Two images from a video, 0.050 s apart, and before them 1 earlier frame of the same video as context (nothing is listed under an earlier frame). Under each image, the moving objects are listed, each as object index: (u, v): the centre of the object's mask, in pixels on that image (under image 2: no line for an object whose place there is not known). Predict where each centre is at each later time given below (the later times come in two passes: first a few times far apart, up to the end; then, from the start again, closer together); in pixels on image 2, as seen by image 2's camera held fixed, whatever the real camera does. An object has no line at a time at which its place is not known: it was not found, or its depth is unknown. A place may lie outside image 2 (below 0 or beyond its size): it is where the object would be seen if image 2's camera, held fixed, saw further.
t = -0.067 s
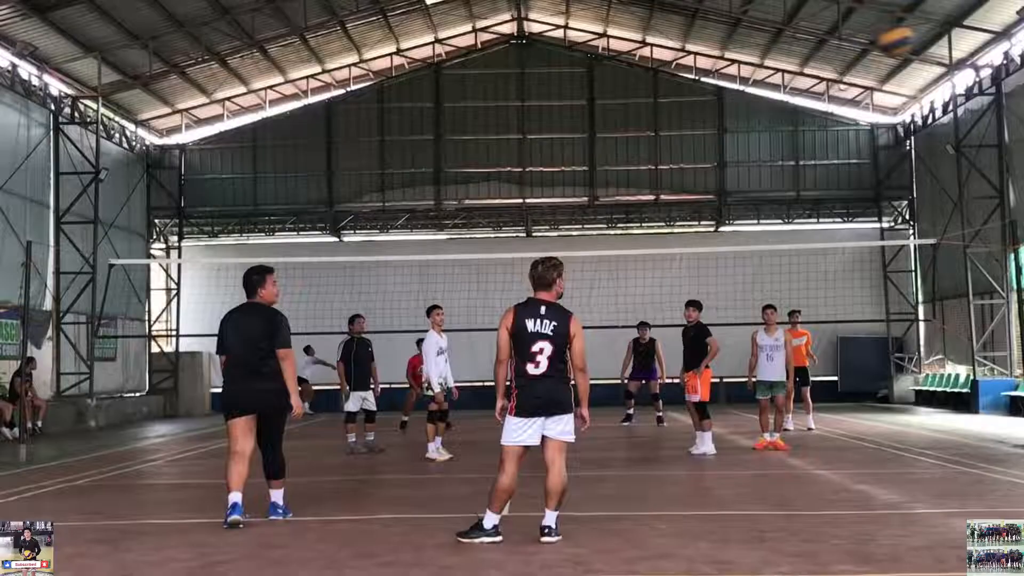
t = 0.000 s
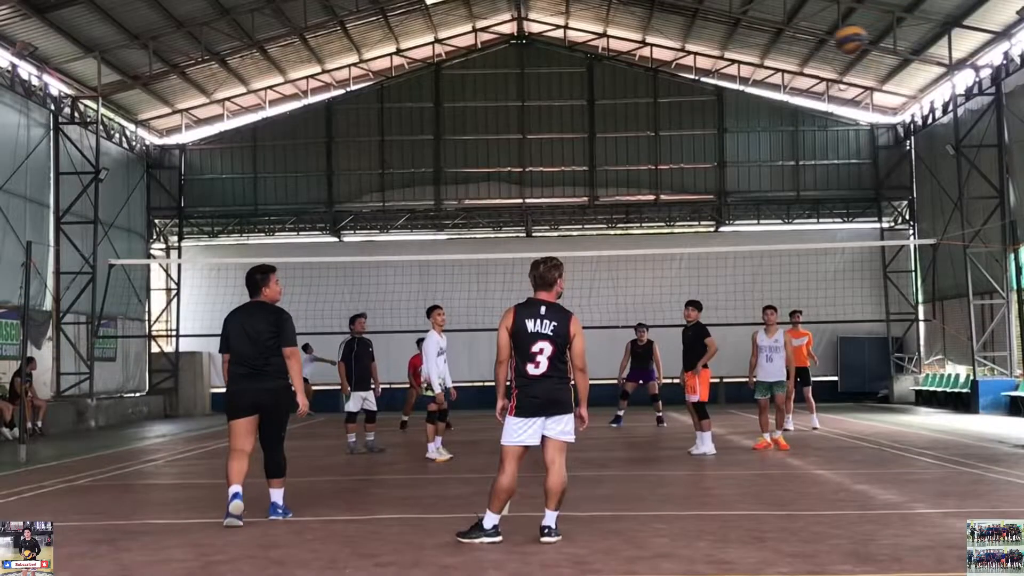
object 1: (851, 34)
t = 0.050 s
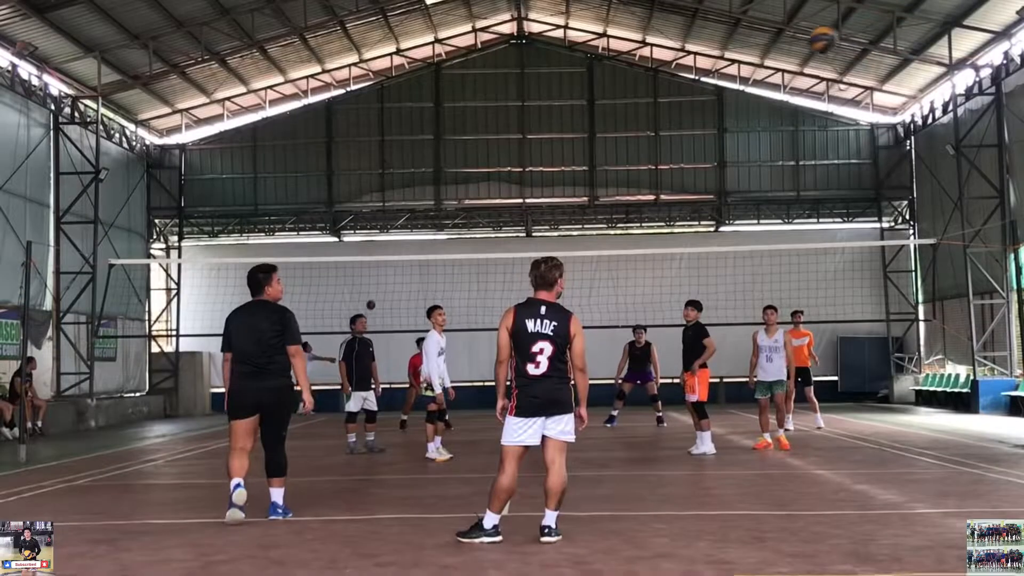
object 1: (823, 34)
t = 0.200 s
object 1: (762, 50)
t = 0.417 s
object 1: (703, 96)
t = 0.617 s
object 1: (664, 161)
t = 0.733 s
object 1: (644, 202)
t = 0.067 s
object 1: (814, 35)
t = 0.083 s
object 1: (806, 36)
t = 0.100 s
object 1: (797, 37)
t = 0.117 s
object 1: (790, 37)
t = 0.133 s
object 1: (784, 39)
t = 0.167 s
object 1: (770, 43)
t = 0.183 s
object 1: (768, 46)
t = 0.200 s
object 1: (762, 50)
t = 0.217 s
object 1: (756, 52)
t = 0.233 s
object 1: (750, 53)
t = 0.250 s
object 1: (744, 54)
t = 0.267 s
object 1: (740, 58)
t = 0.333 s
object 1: (721, 71)
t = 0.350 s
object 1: (717, 79)
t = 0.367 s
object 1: (715, 84)
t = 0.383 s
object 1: (711, 88)
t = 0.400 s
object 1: (707, 92)
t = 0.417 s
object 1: (703, 96)
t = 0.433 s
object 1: (699, 101)
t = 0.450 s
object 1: (696, 107)
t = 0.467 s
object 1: (692, 111)
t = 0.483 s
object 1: (690, 116)
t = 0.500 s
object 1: (686, 121)
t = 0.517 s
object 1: (683, 127)
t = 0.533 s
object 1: (678, 132)
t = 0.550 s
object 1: (675, 138)
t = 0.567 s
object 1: (673, 144)
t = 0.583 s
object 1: (671, 147)
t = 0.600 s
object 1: (667, 155)
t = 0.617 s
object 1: (664, 161)
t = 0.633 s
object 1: (662, 166)
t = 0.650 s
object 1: (659, 172)
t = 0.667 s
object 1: (656, 177)
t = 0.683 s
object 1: (654, 184)
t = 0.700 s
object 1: (650, 191)
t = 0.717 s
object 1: (648, 197)
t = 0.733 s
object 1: (644, 202)
